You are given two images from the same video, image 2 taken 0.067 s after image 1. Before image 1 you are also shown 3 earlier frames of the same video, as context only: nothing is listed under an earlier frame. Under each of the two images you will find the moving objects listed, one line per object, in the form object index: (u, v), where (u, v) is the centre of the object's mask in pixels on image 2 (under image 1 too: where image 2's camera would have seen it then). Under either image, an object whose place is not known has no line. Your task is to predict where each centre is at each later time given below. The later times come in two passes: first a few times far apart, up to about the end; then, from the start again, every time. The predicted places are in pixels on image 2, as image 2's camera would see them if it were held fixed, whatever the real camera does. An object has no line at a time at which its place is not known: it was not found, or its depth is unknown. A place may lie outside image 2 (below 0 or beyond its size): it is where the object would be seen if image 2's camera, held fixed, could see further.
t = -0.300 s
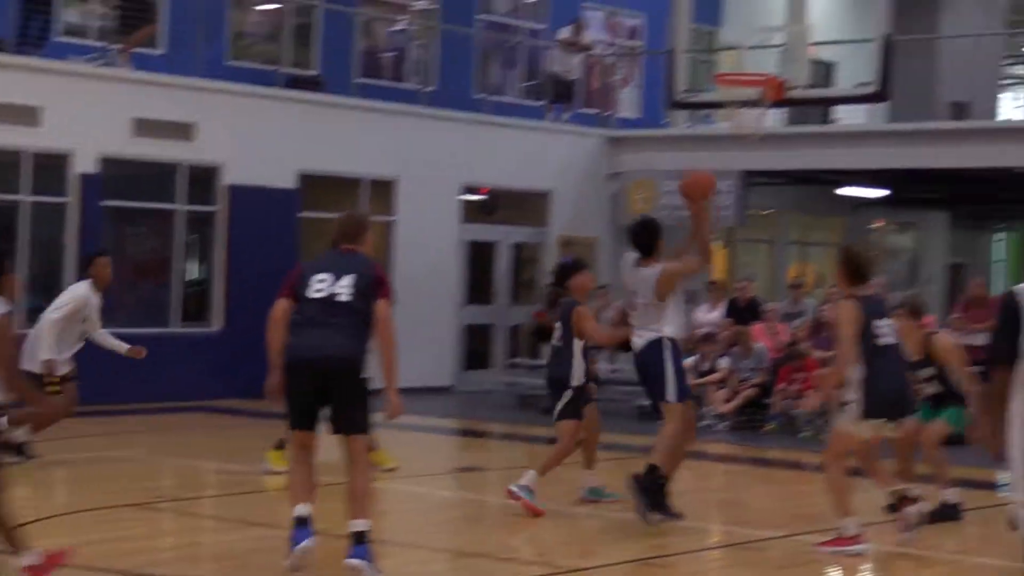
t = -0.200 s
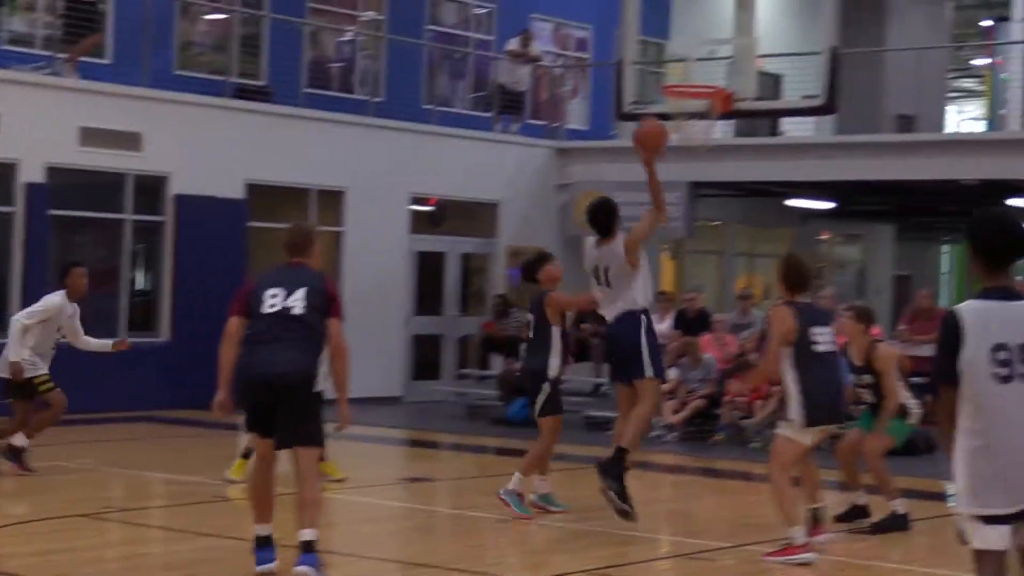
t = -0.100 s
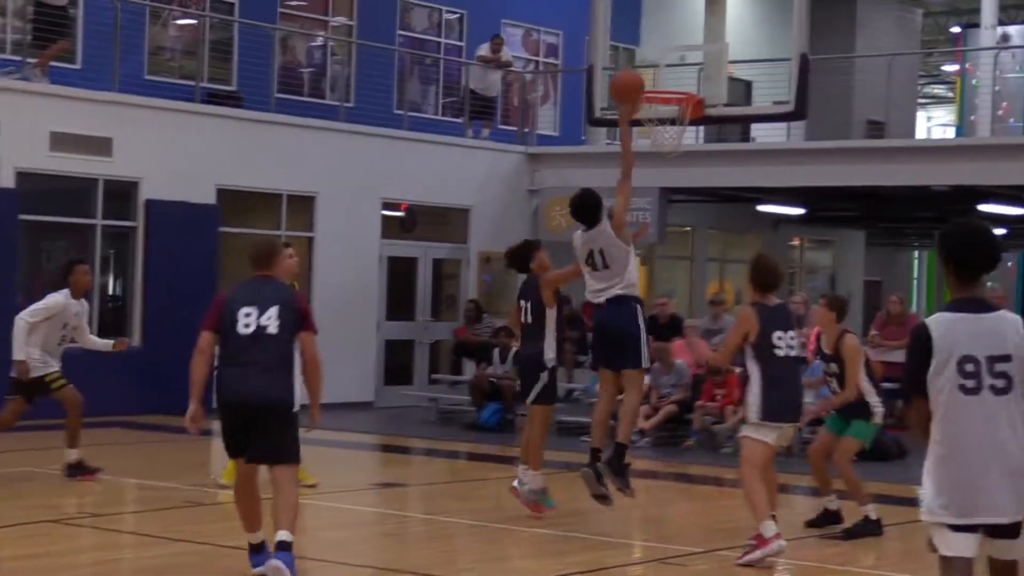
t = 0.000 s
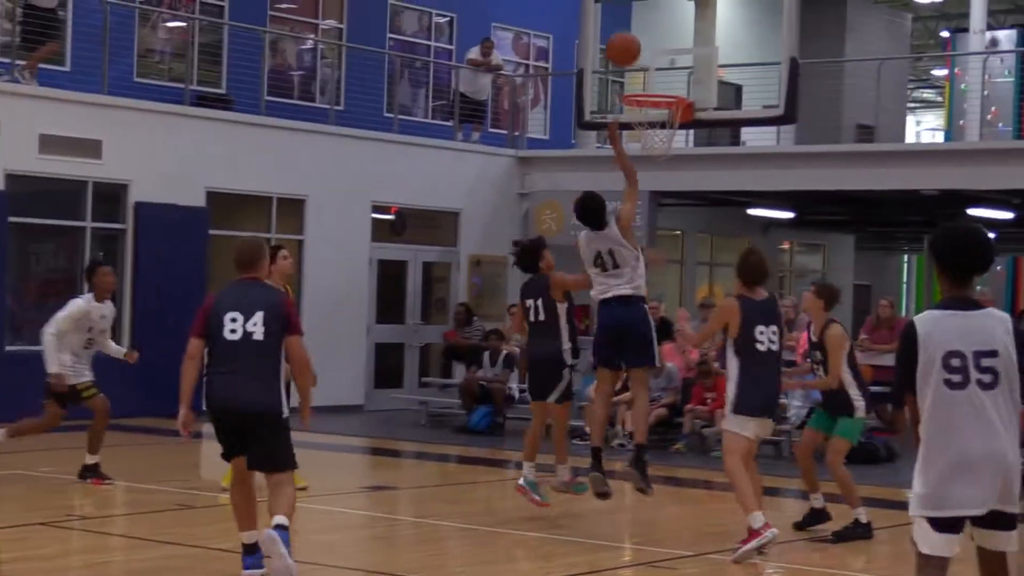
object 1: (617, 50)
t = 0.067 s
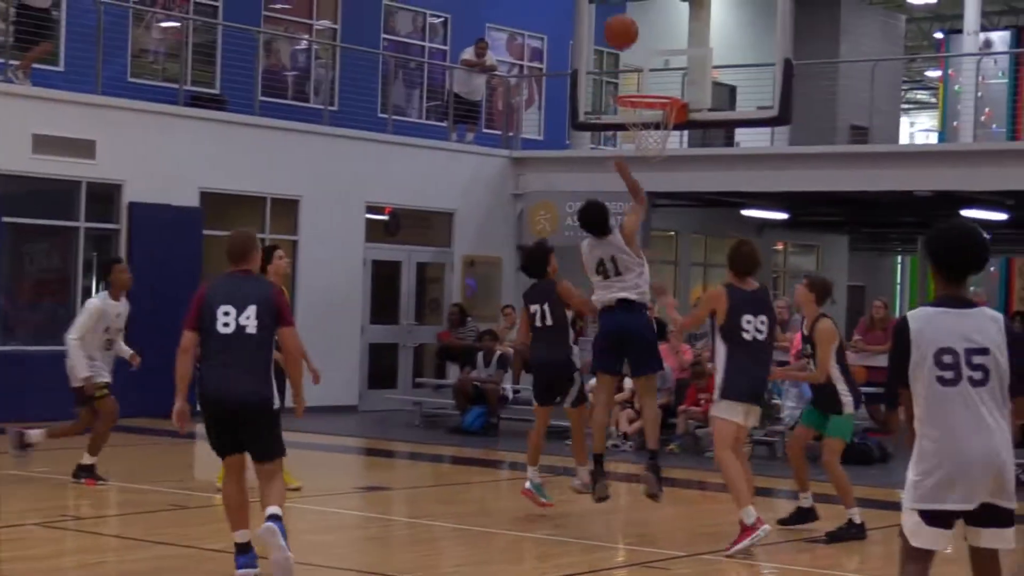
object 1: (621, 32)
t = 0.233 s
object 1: (628, 15)
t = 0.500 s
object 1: (635, 64)
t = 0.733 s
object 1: (675, 56)
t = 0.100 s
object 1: (622, 25)
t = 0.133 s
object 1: (624, 20)
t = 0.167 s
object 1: (626, 16)
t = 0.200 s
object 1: (627, 16)
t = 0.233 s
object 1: (628, 15)
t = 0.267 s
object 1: (629, 17)
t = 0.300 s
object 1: (630, 19)
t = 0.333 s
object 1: (630, 23)
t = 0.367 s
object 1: (630, 29)
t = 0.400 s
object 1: (631, 36)
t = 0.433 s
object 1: (633, 44)
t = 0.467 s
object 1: (633, 53)
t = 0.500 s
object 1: (635, 64)
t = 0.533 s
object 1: (635, 77)
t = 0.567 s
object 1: (636, 84)
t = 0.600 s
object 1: (644, 80)
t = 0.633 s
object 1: (651, 72)
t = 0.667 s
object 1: (659, 65)
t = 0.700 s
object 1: (667, 59)
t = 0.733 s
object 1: (675, 56)
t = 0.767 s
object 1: (683, 53)
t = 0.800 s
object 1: (691, 52)
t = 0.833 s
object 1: (699, 52)
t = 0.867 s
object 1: (707, 53)
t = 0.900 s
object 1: (715, 56)
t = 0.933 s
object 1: (723, 61)
